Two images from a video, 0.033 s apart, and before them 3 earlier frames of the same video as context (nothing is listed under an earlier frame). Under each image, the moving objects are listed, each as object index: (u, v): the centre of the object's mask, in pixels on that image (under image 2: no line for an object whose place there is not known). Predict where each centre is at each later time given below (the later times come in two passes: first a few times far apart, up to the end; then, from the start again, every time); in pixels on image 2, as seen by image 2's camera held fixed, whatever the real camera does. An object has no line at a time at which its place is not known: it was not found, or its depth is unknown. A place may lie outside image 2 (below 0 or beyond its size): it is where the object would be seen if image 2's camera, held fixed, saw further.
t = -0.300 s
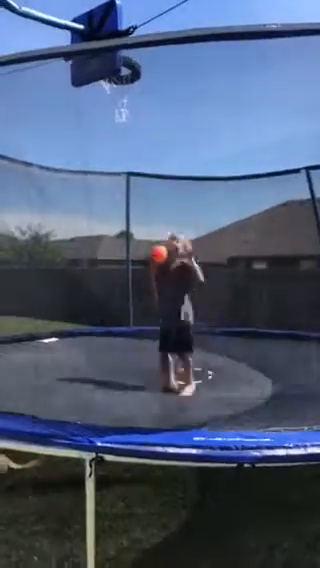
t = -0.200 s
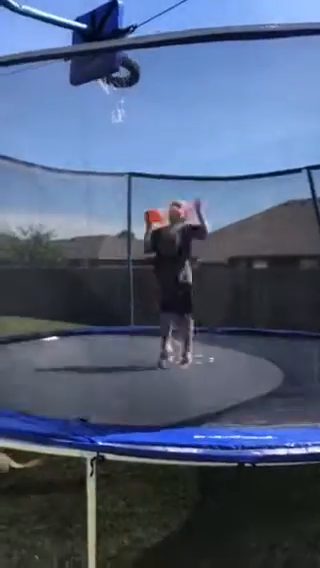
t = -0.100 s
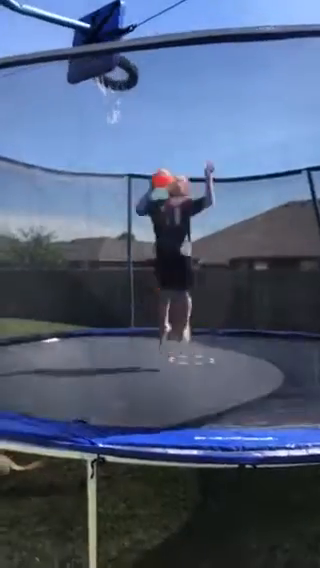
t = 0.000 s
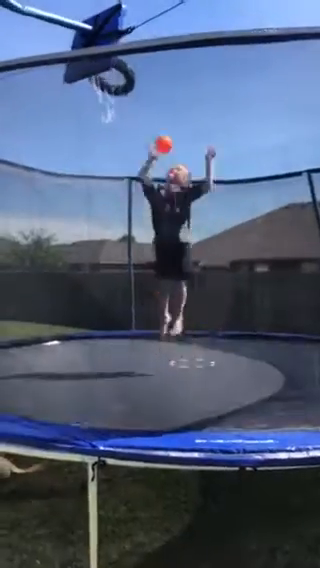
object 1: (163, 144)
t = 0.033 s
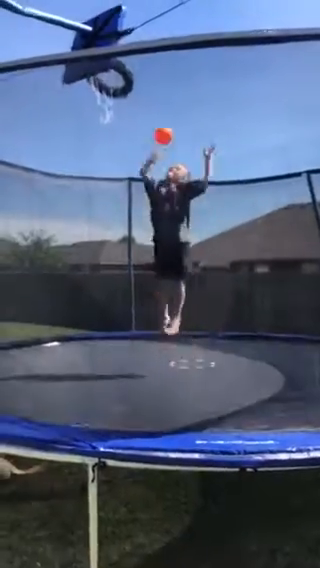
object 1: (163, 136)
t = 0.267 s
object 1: (167, 105)
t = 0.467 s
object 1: (170, 144)
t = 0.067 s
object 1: (164, 126)
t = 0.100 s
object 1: (164, 119)
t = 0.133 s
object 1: (165, 113)
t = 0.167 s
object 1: (165, 109)
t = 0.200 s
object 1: (166, 106)
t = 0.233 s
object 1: (167, 105)
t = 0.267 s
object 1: (167, 105)
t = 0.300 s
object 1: (168, 108)
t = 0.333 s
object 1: (169, 112)
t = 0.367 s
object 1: (169, 117)
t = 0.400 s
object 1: (170, 125)
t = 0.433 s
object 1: (170, 134)
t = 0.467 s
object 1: (170, 144)
